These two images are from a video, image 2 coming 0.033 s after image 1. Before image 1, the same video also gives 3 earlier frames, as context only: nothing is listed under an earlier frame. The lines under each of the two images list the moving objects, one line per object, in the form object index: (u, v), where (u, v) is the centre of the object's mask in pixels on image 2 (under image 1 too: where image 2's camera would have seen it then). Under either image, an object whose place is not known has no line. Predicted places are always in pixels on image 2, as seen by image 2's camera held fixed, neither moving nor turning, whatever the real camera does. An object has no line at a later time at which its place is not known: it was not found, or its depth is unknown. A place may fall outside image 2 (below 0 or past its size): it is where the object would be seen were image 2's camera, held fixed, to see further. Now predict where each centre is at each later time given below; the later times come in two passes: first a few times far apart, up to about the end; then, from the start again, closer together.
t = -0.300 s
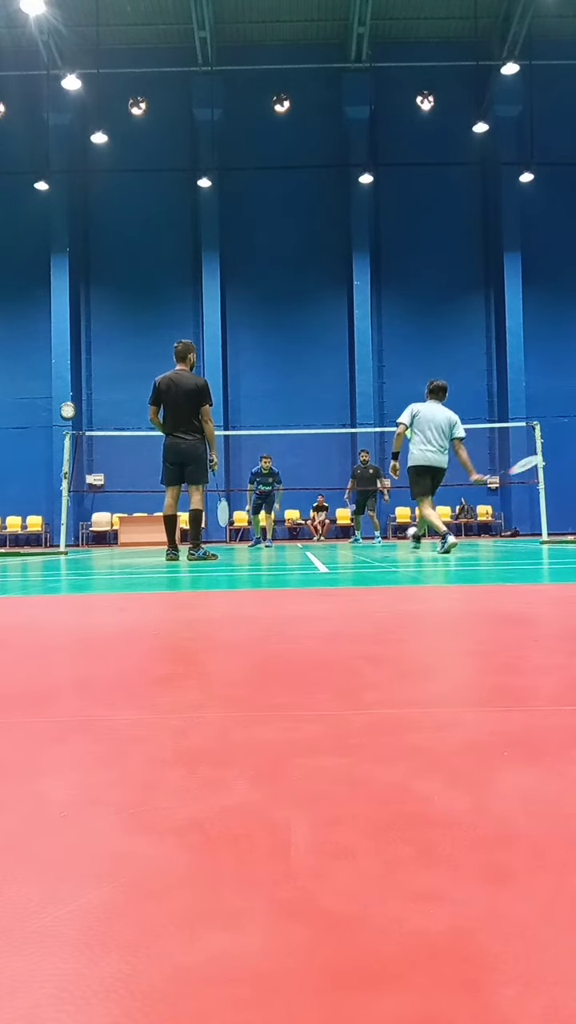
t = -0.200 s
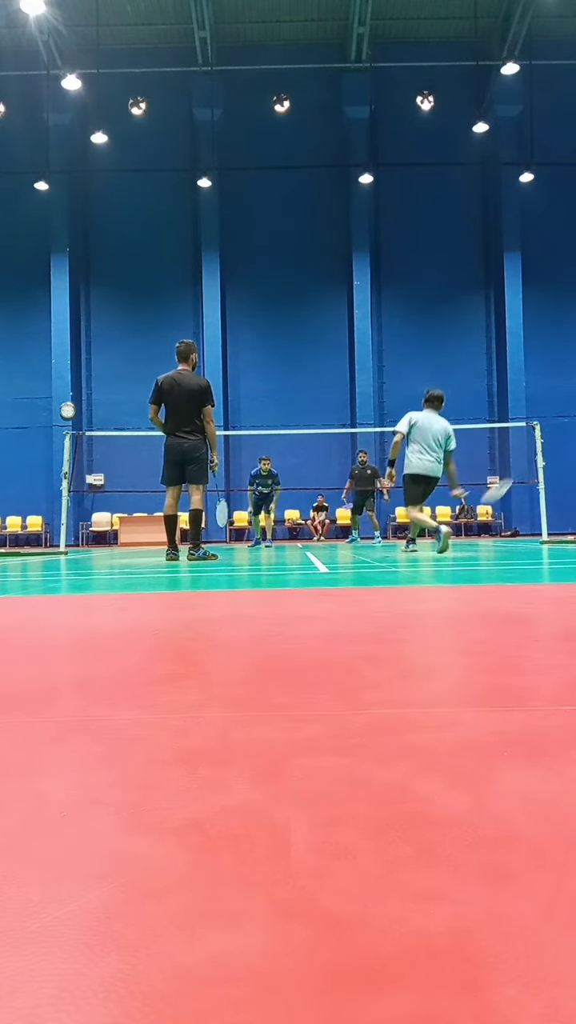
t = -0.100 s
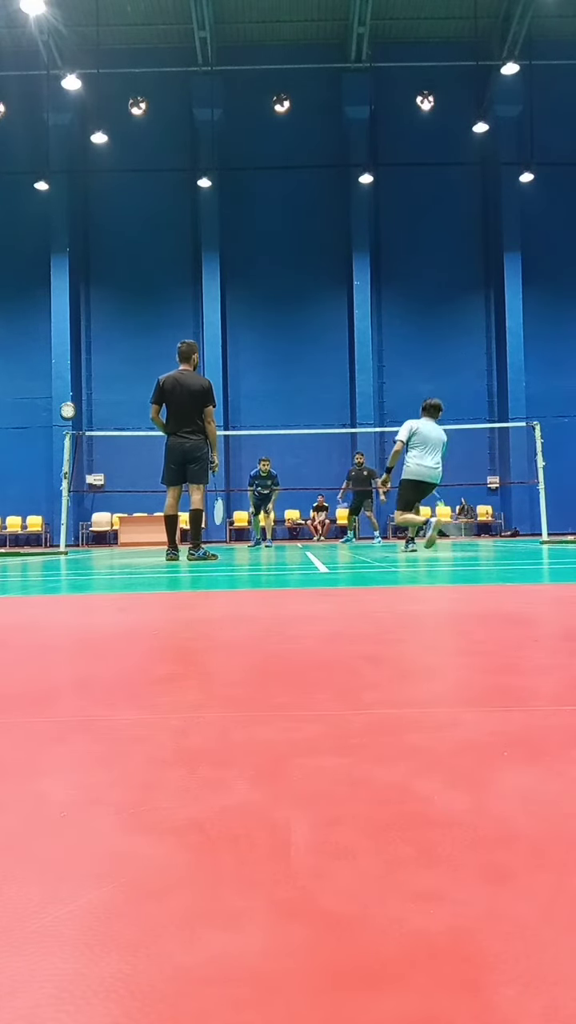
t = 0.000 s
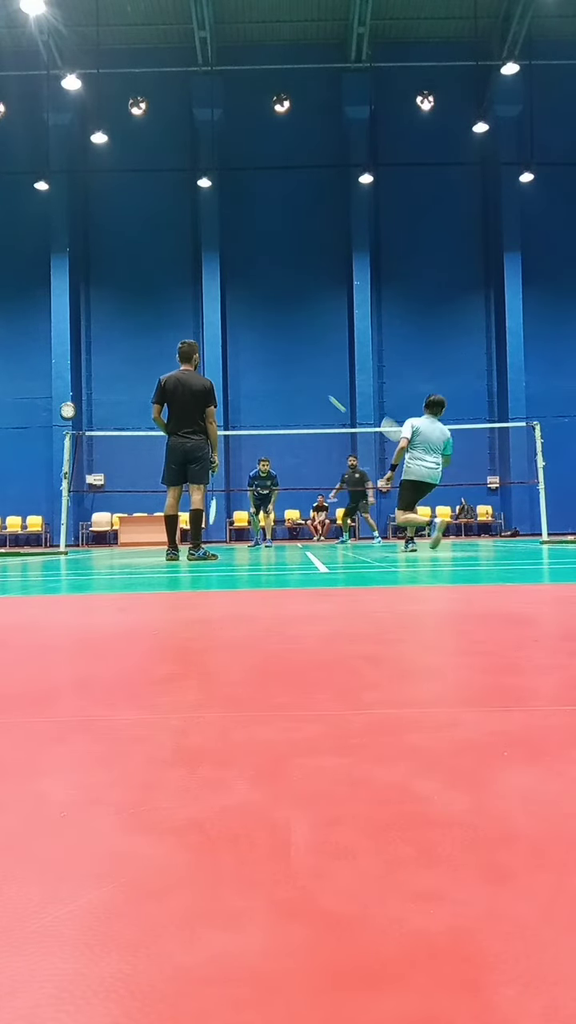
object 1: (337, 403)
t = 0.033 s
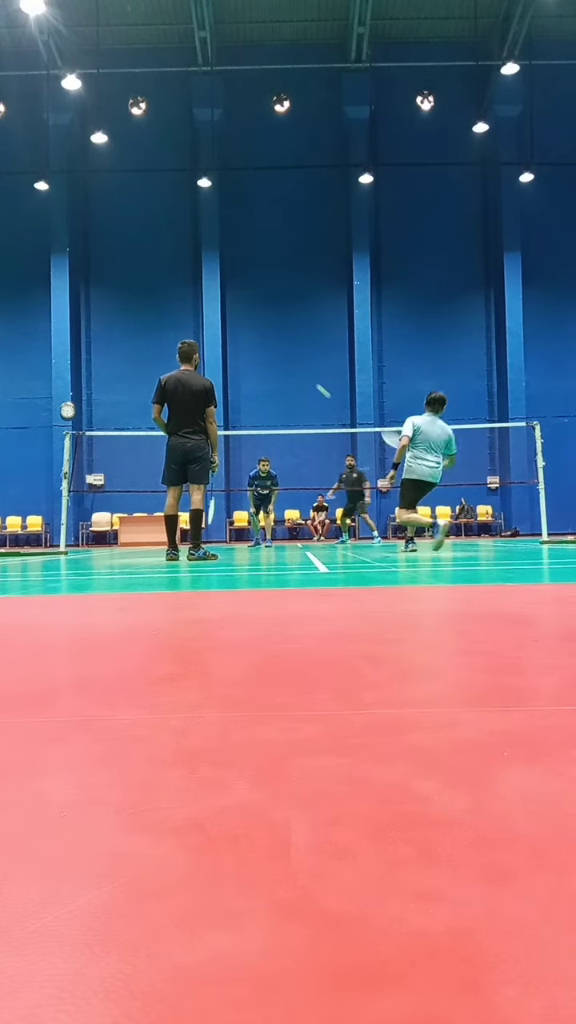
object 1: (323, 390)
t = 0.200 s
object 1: (279, 360)
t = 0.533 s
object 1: (244, 366)
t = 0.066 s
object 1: (311, 380)
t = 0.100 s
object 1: (301, 373)
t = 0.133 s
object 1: (293, 368)
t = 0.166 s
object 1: (286, 363)
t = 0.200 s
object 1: (279, 360)
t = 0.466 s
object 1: (249, 361)
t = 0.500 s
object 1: (246, 363)
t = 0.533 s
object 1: (244, 366)
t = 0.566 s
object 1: (241, 370)
